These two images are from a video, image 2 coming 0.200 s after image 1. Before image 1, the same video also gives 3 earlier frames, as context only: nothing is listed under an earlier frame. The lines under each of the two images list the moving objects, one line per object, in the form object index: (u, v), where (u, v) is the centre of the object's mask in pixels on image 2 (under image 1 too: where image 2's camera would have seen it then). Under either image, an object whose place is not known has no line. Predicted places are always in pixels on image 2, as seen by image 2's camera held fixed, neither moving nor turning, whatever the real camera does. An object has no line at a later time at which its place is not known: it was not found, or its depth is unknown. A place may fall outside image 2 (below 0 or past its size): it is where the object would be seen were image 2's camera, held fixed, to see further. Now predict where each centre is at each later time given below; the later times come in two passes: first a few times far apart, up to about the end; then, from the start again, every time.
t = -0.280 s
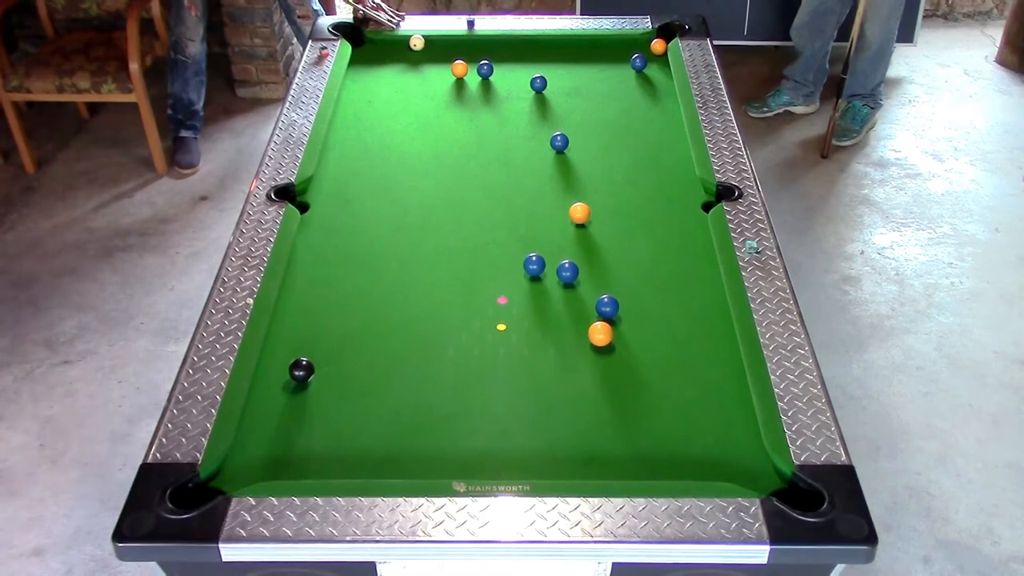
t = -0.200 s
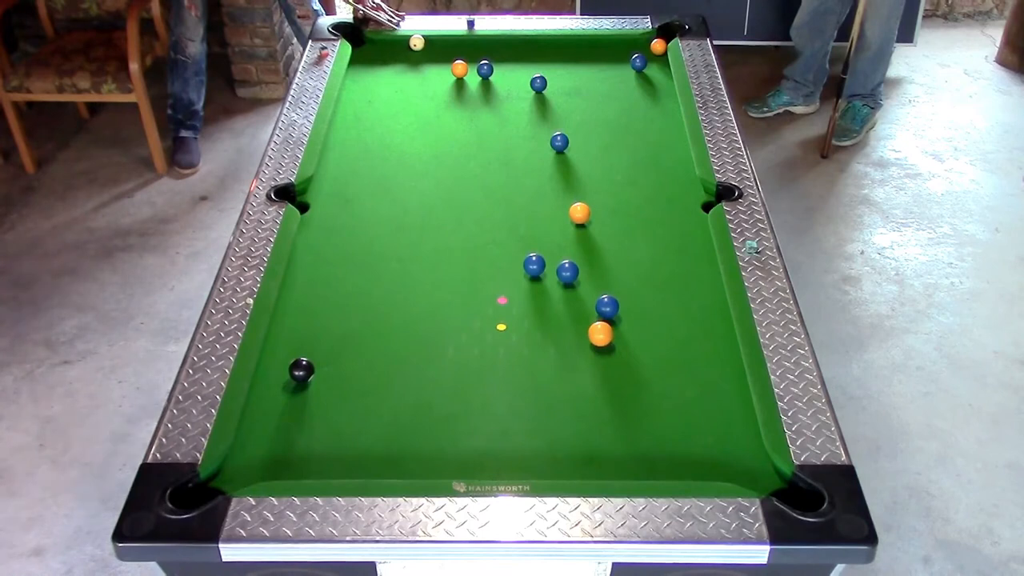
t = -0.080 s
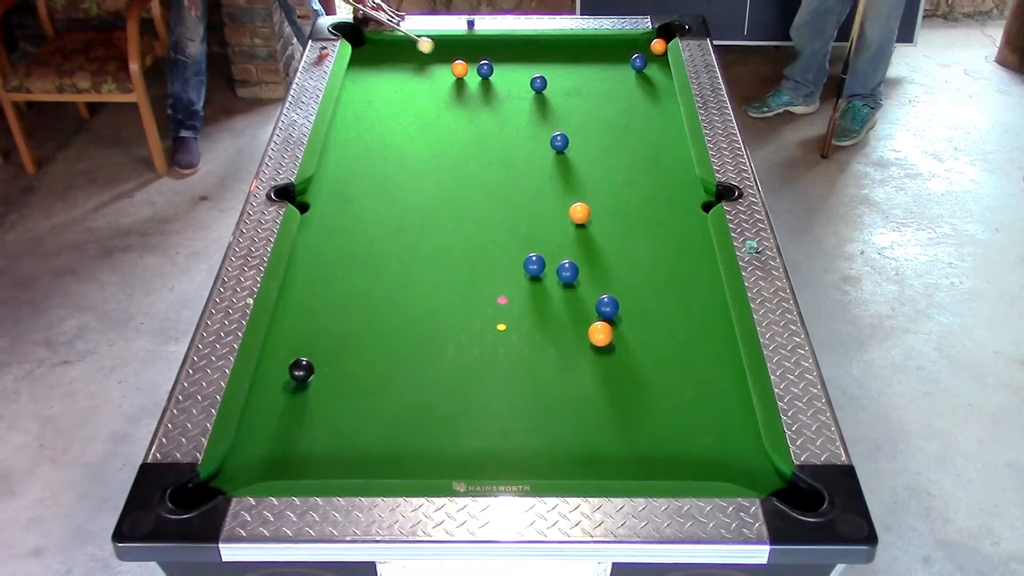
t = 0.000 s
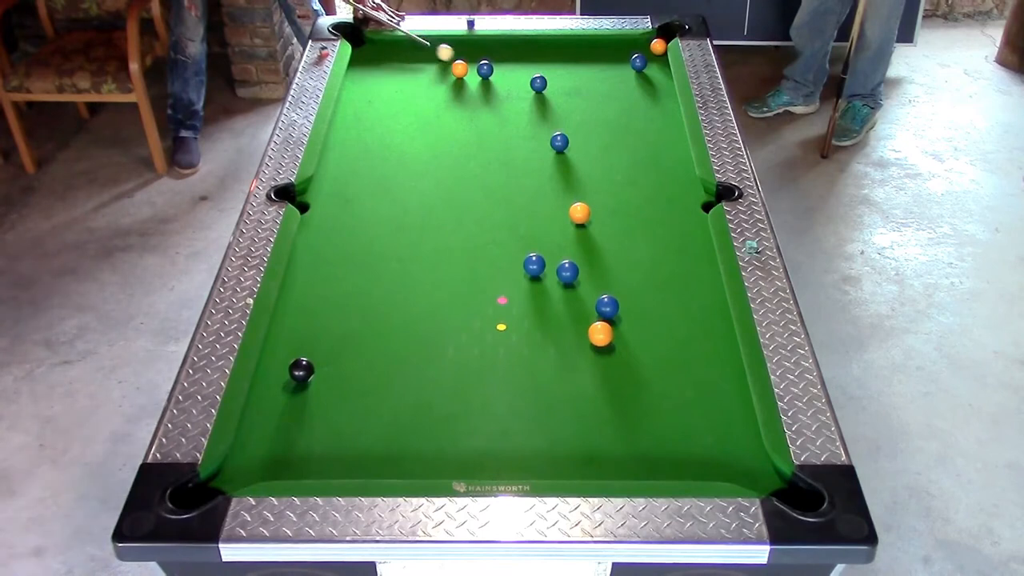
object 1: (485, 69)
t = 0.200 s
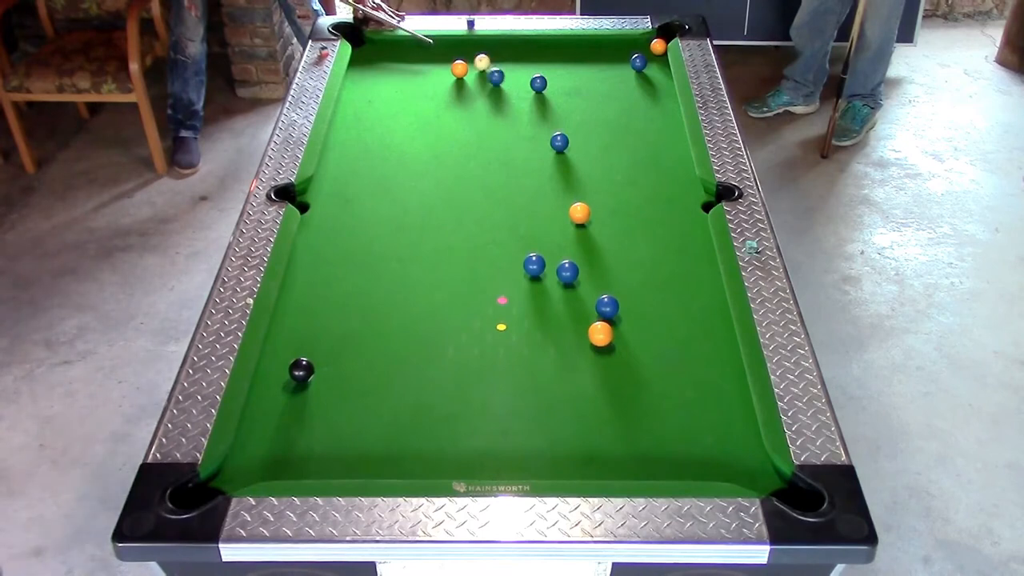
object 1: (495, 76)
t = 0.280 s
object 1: (505, 82)
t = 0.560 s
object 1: (536, 102)
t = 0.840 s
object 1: (566, 121)
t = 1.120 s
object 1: (597, 141)
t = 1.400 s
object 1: (626, 160)
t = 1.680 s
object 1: (656, 178)
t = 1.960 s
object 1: (683, 197)
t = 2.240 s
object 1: (697, 209)
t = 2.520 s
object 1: (680, 206)
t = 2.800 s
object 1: (666, 205)
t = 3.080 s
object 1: (655, 203)
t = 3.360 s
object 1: (648, 202)
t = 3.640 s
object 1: (645, 202)
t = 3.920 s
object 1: (645, 202)
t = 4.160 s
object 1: (645, 202)
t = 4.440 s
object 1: (645, 202)
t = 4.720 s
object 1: (645, 202)
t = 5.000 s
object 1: (645, 202)
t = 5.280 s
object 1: (645, 202)
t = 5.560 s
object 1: (645, 202)
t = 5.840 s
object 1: (645, 202)
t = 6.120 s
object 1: (645, 202)
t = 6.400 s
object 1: (645, 202)
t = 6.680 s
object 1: (645, 202)
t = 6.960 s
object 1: (645, 202)
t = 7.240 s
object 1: (645, 202)
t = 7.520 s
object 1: (645, 202)
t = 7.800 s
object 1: (645, 202)
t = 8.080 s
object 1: (645, 202)
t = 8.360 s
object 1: (645, 202)
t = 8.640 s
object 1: (645, 202)
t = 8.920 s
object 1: (645, 202)
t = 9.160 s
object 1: (645, 202)
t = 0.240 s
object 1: (500, 79)
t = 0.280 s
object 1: (505, 82)
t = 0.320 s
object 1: (509, 85)
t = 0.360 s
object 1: (514, 88)
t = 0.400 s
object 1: (518, 90)
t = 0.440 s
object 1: (522, 93)
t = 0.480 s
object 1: (527, 96)
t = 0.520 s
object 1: (532, 100)
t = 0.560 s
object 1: (536, 102)
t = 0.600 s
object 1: (540, 104)
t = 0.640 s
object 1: (544, 107)
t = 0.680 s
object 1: (548, 110)
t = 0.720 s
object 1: (553, 113)
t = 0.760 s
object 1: (558, 116)
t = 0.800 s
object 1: (562, 119)
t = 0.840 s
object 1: (566, 121)
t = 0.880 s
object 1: (571, 124)
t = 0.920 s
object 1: (575, 127)
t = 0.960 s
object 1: (579, 130)
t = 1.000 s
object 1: (583, 133)
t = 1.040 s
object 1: (588, 135)
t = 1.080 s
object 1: (592, 138)
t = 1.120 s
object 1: (597, 141)
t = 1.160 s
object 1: (601, 144)
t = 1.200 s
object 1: (605, 146)
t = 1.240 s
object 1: (609, 149)
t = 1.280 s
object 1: (614, 152)
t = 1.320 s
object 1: (618, 154)
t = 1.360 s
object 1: (622, 157)
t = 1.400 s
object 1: (626, 160)
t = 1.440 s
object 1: (631, 163)
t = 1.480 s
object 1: (635, 165)
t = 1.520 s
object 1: (639, 168)
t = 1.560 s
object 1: (643, 171)
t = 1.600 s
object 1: (647, 173)
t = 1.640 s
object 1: (652, 176)
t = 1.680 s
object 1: (656, 178)
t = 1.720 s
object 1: (660, 181)
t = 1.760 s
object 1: (664, 184)
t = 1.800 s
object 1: (668, 187)
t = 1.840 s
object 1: (672, 189)
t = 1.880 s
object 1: (676, 192)
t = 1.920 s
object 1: (679, 194)
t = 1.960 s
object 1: (683, 197)
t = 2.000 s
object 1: (687, 199)
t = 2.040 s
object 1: (691, 202)
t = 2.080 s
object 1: (695, 204)
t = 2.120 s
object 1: (698, 207)
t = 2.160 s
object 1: (701, 209)
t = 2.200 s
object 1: (699, 209)
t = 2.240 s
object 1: (697, 209)
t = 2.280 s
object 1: (694, 209)
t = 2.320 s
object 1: (692, 208)
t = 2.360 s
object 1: (689, 207)
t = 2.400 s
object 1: (687, 207)
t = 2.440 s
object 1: (684, 207)
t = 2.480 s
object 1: (682, 207)
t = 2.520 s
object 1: (680, 206)
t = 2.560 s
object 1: (677, 206)
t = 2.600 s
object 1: (675, 206)
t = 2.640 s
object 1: (673, 206)
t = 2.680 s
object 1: (671, 205)
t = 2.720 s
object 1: (669, 205)
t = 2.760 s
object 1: (667, 205)
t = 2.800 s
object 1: (666, 205)
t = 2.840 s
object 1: (664, 204)
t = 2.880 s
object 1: (662, 204)
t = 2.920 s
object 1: (660, 204)
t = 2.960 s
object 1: (659, 204)
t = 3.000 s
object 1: (658, 203)
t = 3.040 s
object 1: (656, 203)
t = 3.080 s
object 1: (655, 203)
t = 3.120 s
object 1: (654, 203)
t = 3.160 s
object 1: (653, 203)
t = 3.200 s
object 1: (652, 202)
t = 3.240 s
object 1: (651, 202)
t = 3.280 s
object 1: (650, 202)
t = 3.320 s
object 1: (649, 202)
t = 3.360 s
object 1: (648, 202)
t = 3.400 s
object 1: (648, 202)
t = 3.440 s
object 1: (647, 202)
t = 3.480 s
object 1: (646, 202)
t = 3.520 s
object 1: (646, 202)
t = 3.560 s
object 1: (646, 202)
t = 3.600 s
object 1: (645, 202)
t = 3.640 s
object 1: (645, 202)
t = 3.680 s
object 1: (645, 202)
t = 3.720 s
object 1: (645, 202)
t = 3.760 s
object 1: (645, 202)
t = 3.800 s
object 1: (645, 202)
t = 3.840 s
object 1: (645, 202)
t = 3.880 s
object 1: (645, 202)
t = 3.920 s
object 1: (645, 202)
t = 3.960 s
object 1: (645, 202)
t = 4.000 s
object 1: (645, 202)
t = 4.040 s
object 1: (645, 202)
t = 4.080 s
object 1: (645, 202)
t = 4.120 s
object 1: (645, 202)
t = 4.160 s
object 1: (645, 202)
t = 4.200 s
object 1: (645, 202)
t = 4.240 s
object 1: (645, 202)
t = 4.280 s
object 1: (645, 202)
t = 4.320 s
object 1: (645, 202)
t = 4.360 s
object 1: (645, 202)
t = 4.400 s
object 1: (645, 202)
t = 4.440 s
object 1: (645, 202)
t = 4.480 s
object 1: (645, 202)
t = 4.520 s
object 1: (645, 202)
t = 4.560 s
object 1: (645, 202)
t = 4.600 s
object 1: (645, 202)
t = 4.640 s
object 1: (645, 202)
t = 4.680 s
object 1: (645, 202)
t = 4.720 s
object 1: (645, 202)
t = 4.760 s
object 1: (645, 202)
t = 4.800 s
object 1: (645, 202)
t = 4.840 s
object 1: (645, 202)
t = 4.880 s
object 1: (645, 202)
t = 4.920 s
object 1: (645, 202)
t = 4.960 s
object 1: (645, 202)
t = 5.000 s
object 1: (645, 202)
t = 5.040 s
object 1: (645, 202)
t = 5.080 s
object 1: (645, 202)
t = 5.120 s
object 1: (645, 202)
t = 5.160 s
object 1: (645, 202)
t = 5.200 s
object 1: (645, 202)
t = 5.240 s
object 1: (645, 202)
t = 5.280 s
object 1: (645, 202)
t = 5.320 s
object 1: (645, 202)
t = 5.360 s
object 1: (645, 202)
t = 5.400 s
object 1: (645, 202)
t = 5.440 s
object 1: (645, 202)
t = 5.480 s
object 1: (645, 202)
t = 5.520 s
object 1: (645, 202)
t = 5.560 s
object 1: (645, 202)
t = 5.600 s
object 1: (645, 202)
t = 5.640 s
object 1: (645, 202)
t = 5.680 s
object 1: (645, 202)
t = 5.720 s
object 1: (645, 202)
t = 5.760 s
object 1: (645, 202)
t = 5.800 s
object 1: (645, 202)
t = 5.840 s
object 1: (645, 202)
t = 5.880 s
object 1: (645, 202)
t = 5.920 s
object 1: (645, 202)
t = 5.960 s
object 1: (645, 202)
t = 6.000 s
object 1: (645, 202)
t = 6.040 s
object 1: (645, 202)
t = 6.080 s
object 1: (645, 202)
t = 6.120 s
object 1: (645, 202)
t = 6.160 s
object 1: (645, 202)
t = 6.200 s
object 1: (645, 202)
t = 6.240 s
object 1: (645, 202)
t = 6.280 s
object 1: (645, 202)
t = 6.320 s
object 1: (645, 202)
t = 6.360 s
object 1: (645, 202)
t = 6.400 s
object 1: (645, 202)
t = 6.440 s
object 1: (645, 202)
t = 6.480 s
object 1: (645, 202)
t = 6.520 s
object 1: (645, 202)
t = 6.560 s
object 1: (645, 202)
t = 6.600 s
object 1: (645, 202)
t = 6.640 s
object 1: (645, 202)
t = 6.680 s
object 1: (645, 202)
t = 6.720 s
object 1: (645, 202)
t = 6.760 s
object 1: (645, 202)
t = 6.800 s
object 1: (645, 202)
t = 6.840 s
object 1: (645, 202)
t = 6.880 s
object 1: (645, 202)
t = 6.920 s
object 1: (645, 202)
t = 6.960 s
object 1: (645, 202)
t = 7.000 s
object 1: (645, 202)
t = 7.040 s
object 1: (645, 202)
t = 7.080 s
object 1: (645, 202)
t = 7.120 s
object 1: (645, 202)
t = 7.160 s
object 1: (645, 202)
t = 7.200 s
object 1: (645, 202)
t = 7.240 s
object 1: (645, 202)
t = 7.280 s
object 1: (645, 202)
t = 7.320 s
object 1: (645, 202)
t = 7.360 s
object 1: (645, 202)
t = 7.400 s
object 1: (645, 202)
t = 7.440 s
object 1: (645, 202)
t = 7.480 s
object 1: (645, 202)
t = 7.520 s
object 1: (645, 202)
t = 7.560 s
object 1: (645, 202)
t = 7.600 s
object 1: (645, 202)
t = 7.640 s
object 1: (645, 202)
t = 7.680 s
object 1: (645, 202)
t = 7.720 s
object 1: (645, 202)
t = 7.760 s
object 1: (645, 202)
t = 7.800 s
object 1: (645, 202)
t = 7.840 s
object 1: (645, 202)
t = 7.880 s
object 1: (645, 202)
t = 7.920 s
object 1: (645, 202)
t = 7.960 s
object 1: (645, 202)
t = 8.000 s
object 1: (645, 202)
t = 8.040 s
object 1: (645, 202)
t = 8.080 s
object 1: (645, 202)
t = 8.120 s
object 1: (645, 202)
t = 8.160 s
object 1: (645, 202)
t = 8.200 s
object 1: (645, 202)
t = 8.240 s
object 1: (645, 202)
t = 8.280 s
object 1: (645, 202)
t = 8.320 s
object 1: (645, 202)
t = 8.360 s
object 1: (645, 202)
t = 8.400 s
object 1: (645, 202)
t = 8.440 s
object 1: (645, 202)
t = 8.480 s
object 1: (645, 202)
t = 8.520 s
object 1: (645, 202)
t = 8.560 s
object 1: (645, 202)
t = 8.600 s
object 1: (645, 202)
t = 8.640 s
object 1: (645, 202)
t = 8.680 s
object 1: (645, 202)
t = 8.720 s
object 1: (645, 202)
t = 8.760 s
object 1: (645, 202)
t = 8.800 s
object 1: (645, 202)
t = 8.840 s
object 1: (645, 202)
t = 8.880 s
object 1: (645, 202)
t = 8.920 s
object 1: (645, 202)
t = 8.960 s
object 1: (645, 202)
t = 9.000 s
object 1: (645, 202)
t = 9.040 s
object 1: (645, 202)
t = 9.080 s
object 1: (645, 202)
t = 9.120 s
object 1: (645, 202)
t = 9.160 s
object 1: (645, 202)
